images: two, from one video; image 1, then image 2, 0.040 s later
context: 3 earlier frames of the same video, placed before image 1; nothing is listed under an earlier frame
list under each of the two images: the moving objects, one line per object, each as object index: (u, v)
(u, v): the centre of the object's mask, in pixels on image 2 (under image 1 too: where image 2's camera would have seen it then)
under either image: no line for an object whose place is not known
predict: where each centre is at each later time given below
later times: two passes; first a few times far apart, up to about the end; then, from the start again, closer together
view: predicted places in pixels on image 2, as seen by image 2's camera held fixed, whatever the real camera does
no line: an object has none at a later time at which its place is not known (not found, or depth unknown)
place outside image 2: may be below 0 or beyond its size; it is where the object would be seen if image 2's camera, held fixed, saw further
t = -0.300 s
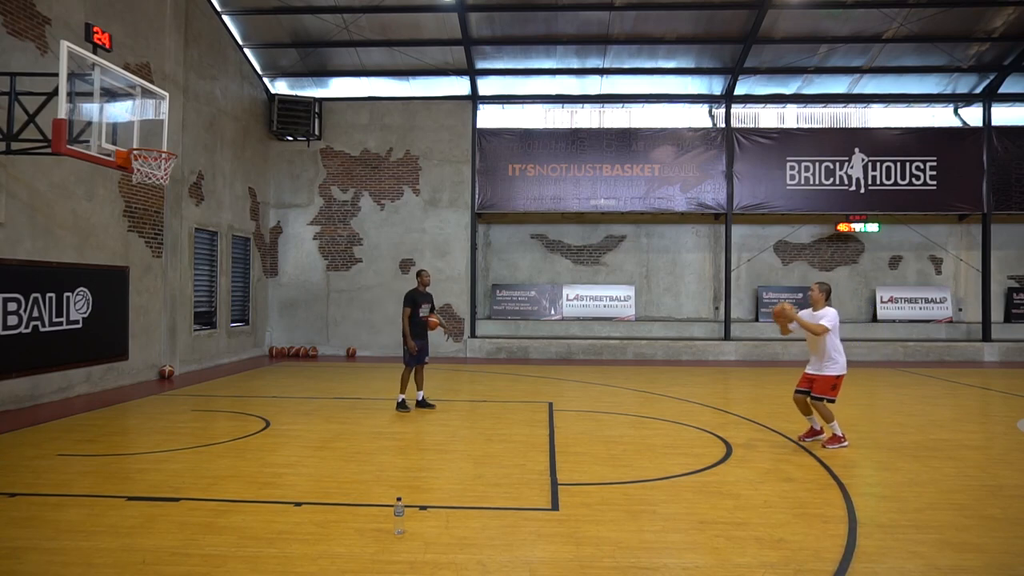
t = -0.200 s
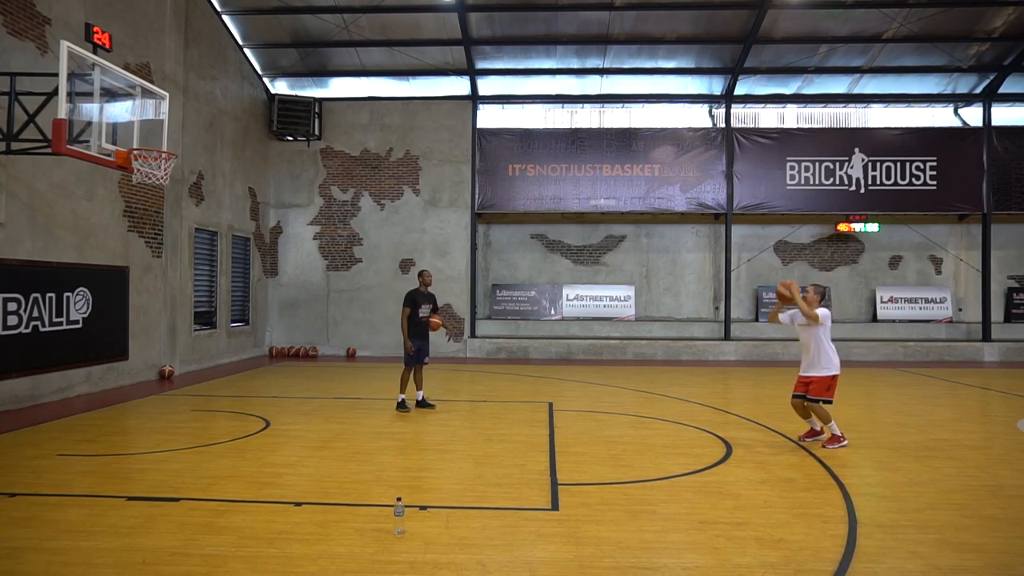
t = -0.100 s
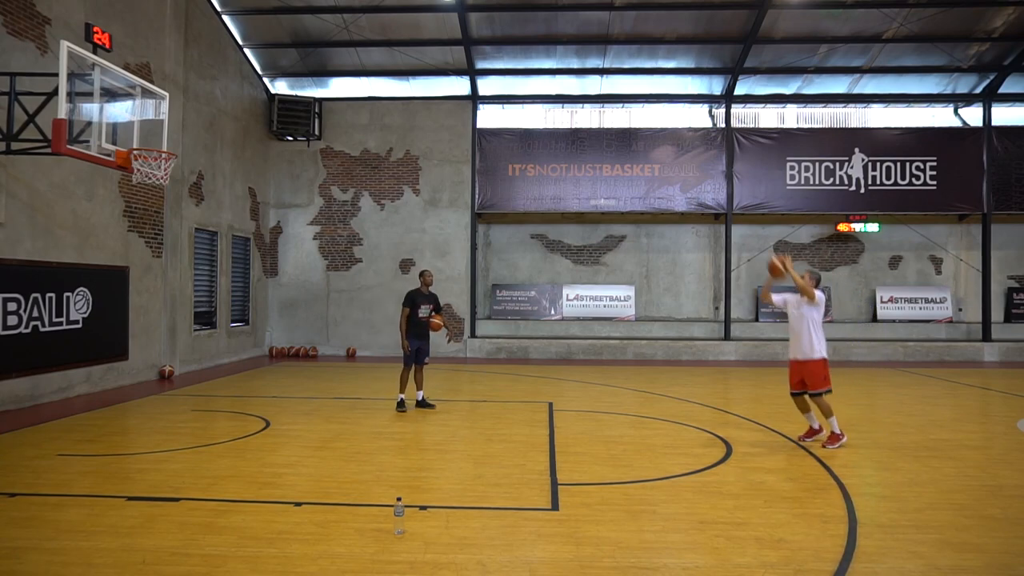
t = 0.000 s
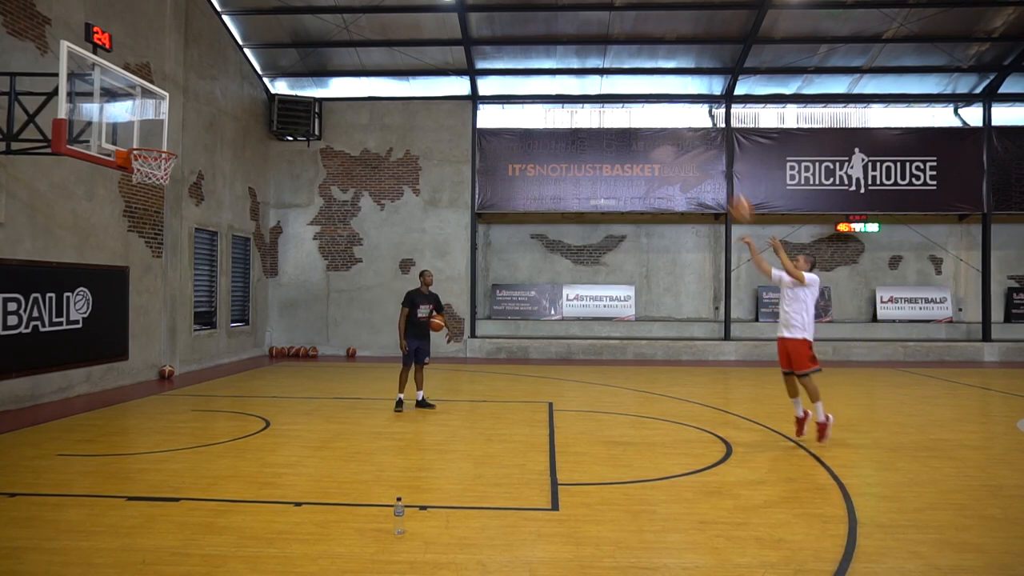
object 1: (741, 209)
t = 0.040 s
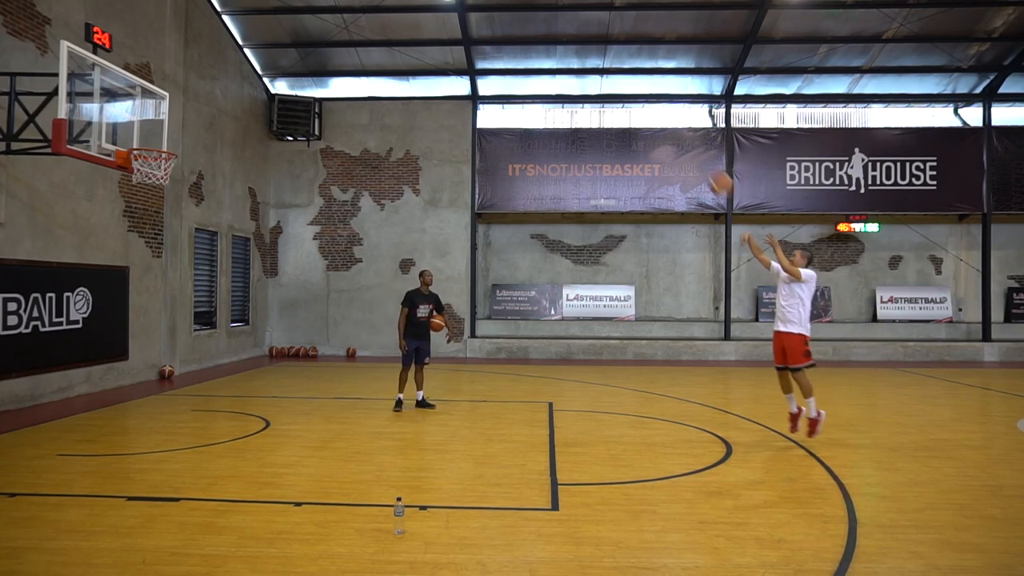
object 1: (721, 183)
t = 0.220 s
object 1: (630, 94)
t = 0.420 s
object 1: (534, 27)
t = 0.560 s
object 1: (468, 7)
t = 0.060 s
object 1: (710, 171)
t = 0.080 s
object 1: (700, 160)
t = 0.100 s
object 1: (690, 149)
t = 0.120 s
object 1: (680, 139)
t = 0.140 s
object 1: (671, 133)
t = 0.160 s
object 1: (660, 121)
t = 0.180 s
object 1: (649, 107)
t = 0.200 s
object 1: (640, 100)
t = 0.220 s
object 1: (630, 94)
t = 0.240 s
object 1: (620, 84)
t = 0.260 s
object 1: (610, 75)
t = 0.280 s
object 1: (601, 68)
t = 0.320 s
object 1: (581, 54)
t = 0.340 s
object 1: (571, 47)
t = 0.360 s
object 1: (562, 42)
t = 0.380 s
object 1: (552, 37)
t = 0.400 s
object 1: (543, 32)
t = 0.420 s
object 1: (534, 27)
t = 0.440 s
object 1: (524, 23)
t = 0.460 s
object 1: (514, 18)
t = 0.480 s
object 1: (504, 14)
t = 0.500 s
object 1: (495, 11)
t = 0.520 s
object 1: (486, 9)
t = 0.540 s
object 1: (477, 8)
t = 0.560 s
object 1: (468, 7)
